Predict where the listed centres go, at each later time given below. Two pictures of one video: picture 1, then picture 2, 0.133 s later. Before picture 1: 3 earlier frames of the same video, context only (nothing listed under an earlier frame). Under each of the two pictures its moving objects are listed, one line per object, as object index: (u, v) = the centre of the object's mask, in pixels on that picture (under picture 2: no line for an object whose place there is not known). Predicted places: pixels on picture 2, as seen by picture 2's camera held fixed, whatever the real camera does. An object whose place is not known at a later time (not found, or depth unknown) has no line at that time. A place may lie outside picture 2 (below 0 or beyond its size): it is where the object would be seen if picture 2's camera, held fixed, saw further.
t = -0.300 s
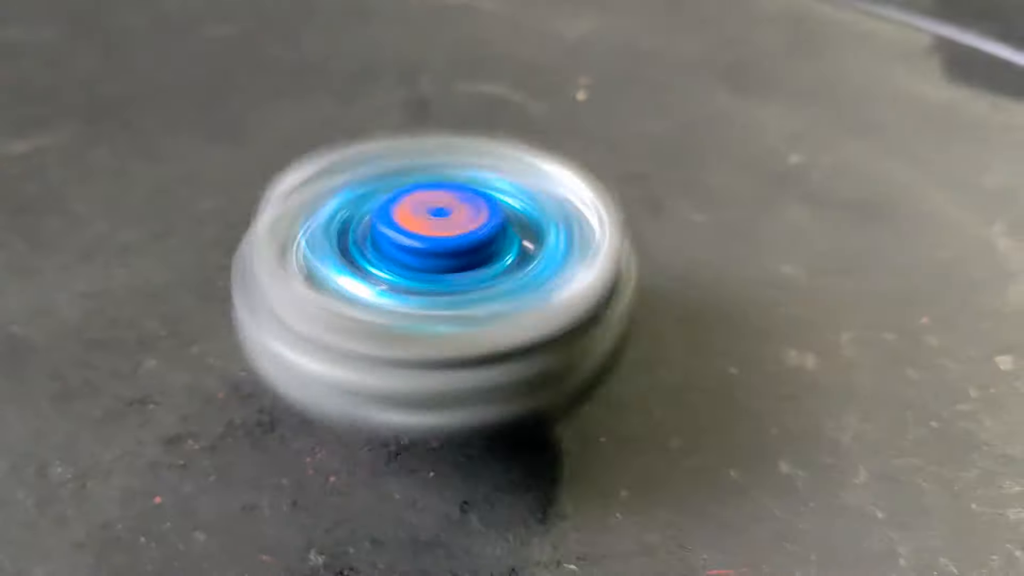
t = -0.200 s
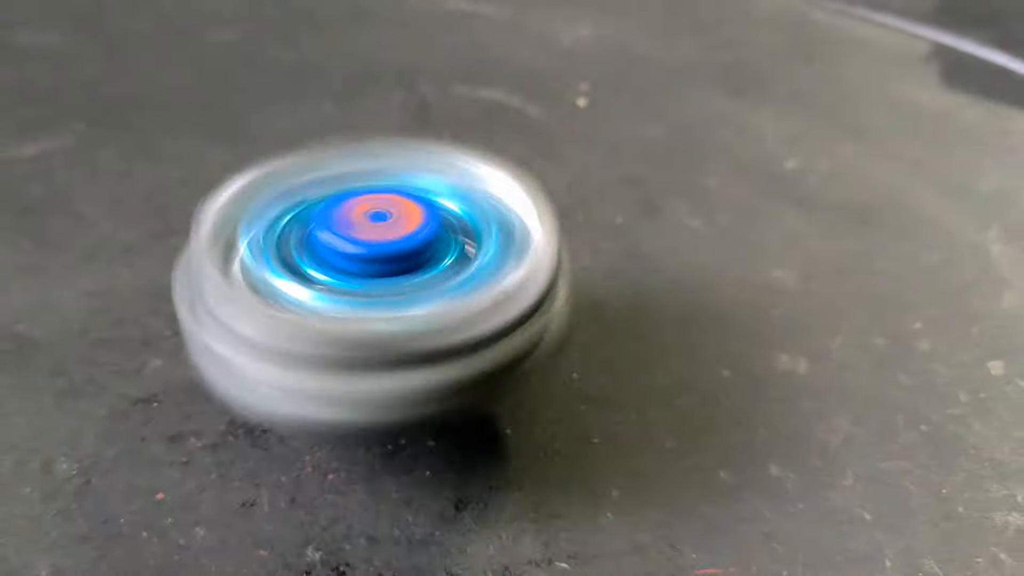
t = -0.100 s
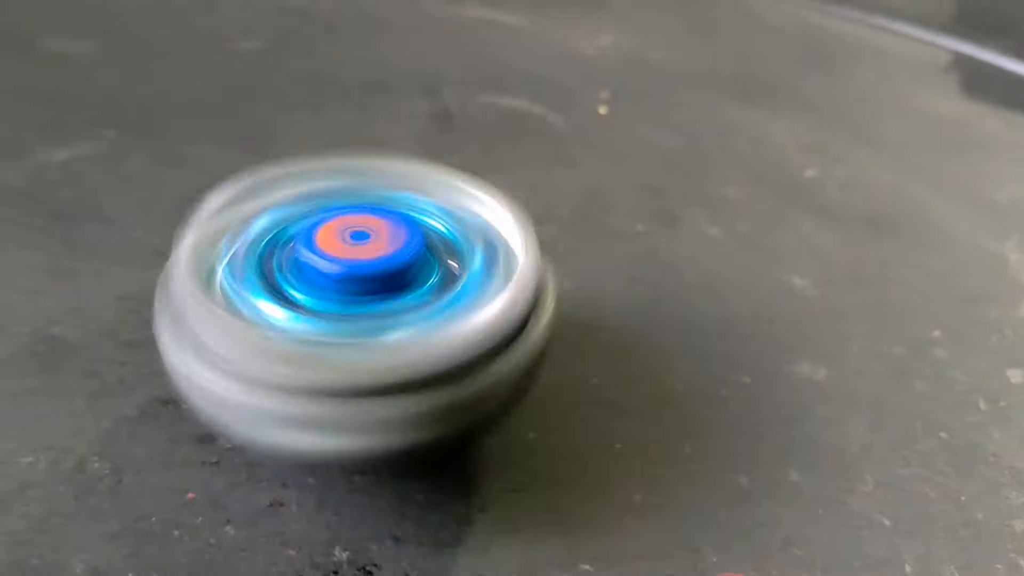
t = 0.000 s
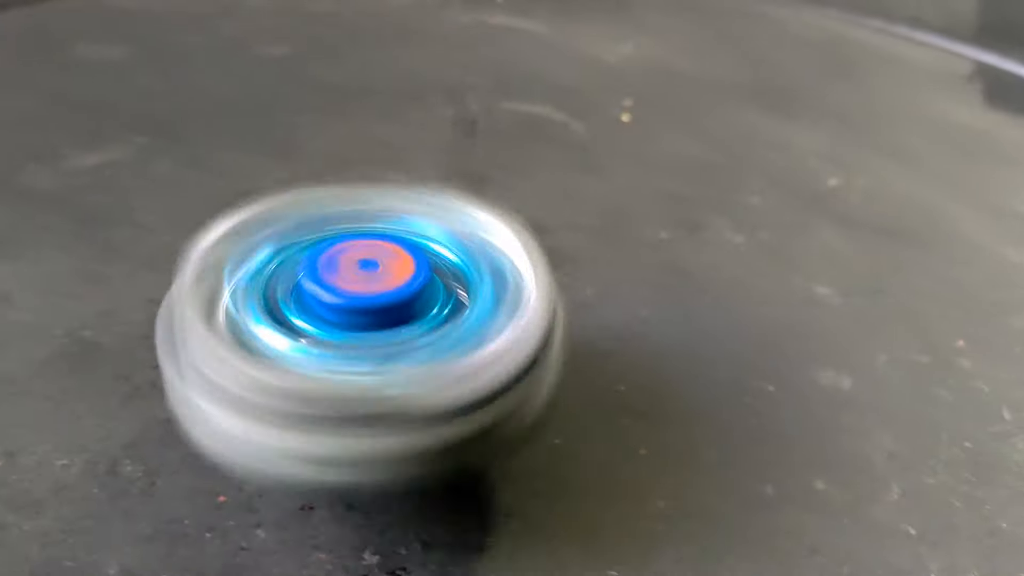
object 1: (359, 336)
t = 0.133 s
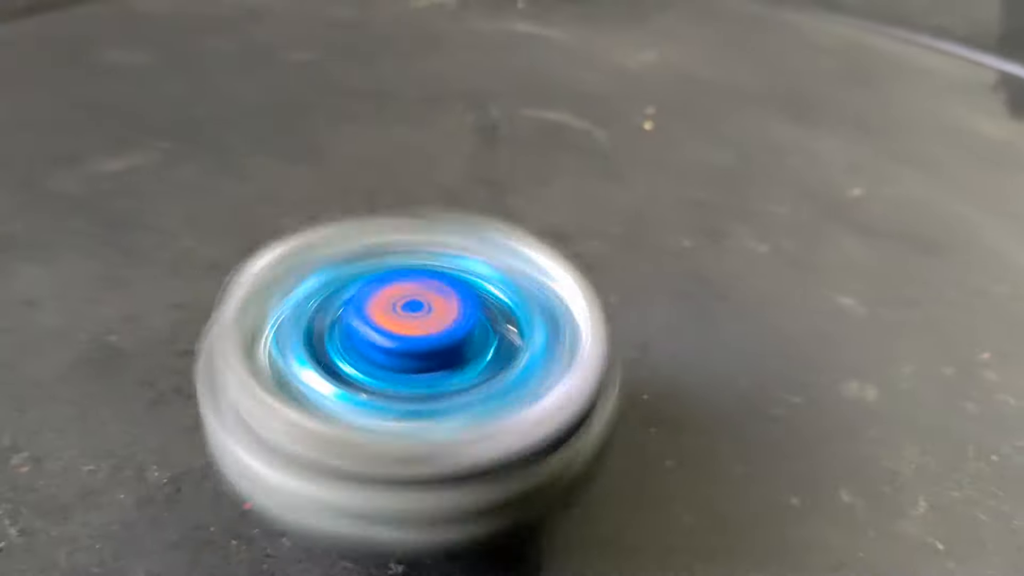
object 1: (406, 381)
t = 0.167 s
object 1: (421, 386)
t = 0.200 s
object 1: (440, 388)
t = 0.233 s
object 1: (457, 387)
